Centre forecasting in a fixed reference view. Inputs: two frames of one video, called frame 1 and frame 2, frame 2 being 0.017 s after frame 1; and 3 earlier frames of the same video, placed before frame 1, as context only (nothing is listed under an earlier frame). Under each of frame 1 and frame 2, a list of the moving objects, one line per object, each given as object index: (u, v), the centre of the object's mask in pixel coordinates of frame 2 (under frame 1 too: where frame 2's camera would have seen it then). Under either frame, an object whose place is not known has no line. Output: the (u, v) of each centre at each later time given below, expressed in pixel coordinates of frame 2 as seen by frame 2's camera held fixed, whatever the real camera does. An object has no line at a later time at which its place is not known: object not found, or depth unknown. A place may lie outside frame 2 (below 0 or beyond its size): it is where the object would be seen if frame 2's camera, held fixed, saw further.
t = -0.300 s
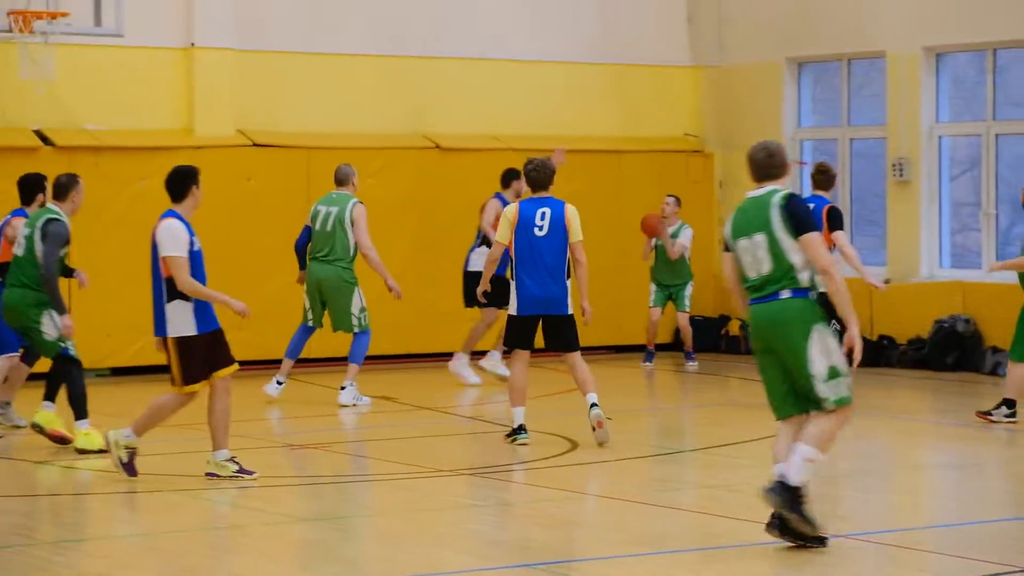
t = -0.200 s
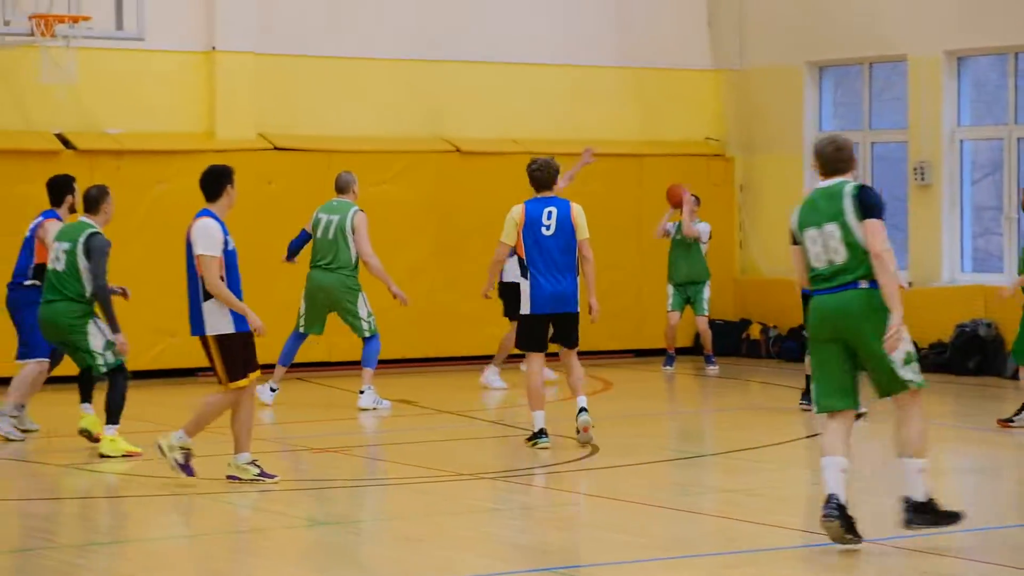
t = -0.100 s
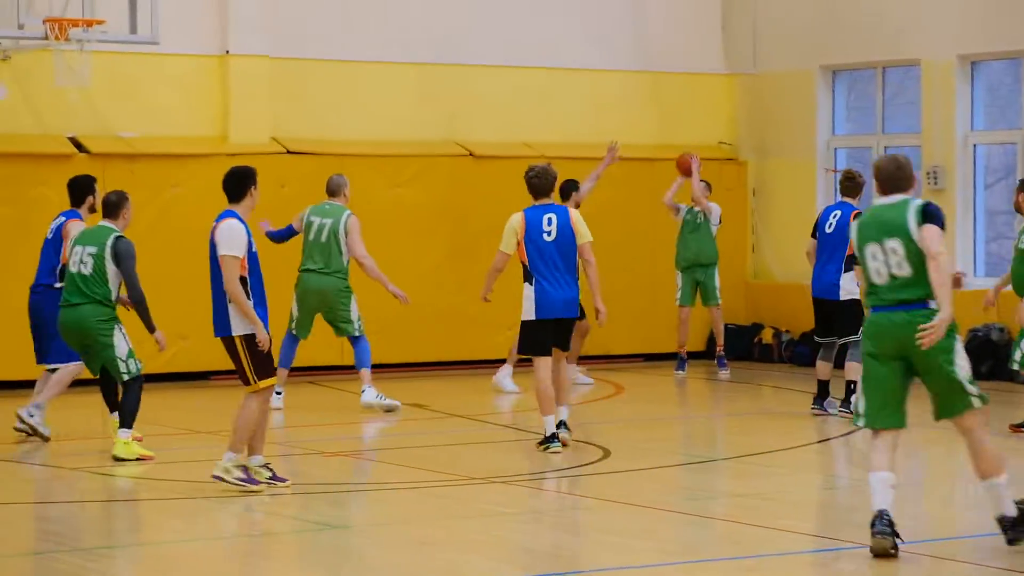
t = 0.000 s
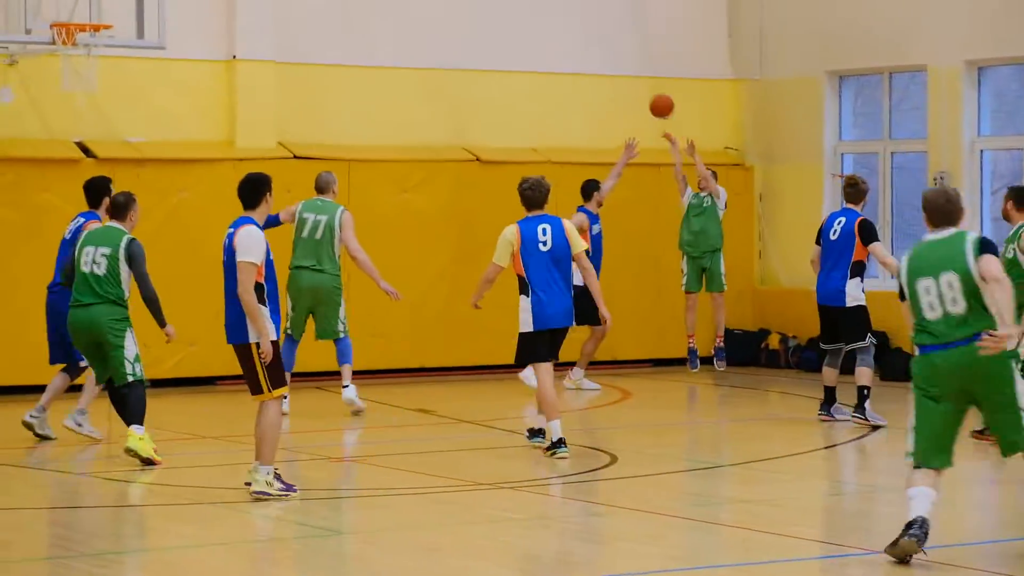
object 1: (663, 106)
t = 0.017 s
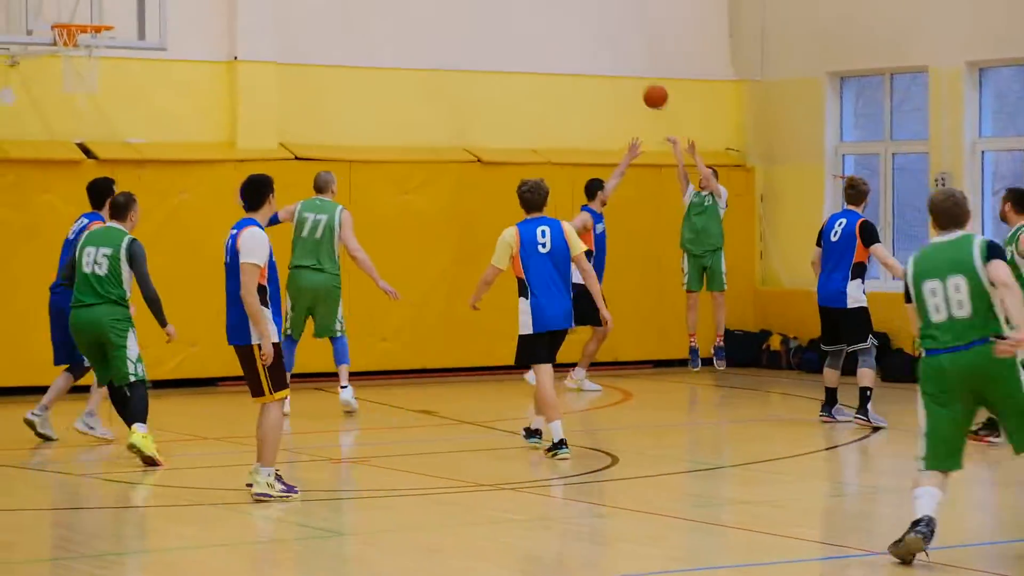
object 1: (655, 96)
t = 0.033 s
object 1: (648, 86)
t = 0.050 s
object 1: (640, 76)
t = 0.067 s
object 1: (633, 66)
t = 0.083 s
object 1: (625, 56)
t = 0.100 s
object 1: (617, 46)
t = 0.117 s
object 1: (609, 38)
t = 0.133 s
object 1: (602, 29)
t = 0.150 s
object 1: (593, 20)
